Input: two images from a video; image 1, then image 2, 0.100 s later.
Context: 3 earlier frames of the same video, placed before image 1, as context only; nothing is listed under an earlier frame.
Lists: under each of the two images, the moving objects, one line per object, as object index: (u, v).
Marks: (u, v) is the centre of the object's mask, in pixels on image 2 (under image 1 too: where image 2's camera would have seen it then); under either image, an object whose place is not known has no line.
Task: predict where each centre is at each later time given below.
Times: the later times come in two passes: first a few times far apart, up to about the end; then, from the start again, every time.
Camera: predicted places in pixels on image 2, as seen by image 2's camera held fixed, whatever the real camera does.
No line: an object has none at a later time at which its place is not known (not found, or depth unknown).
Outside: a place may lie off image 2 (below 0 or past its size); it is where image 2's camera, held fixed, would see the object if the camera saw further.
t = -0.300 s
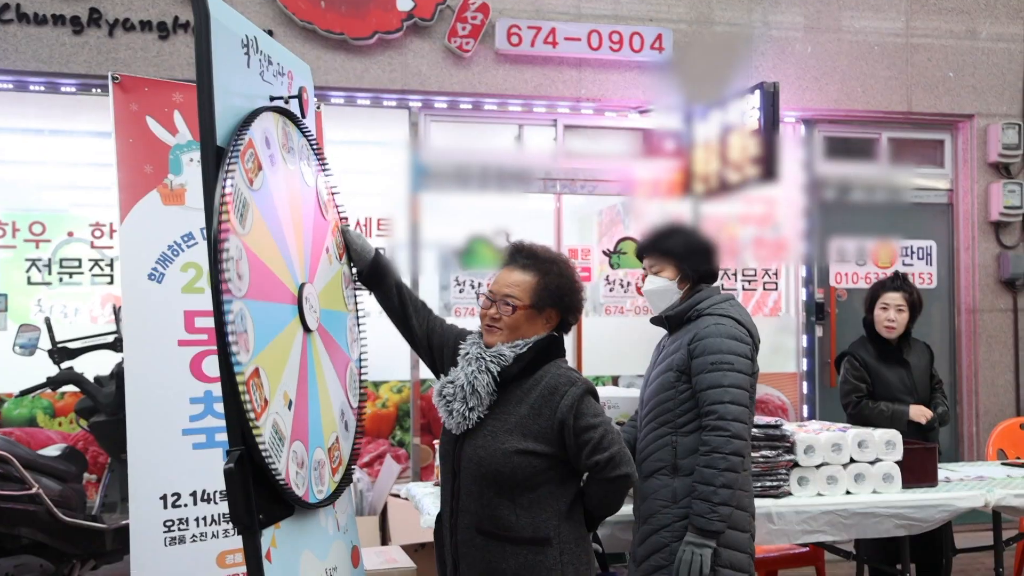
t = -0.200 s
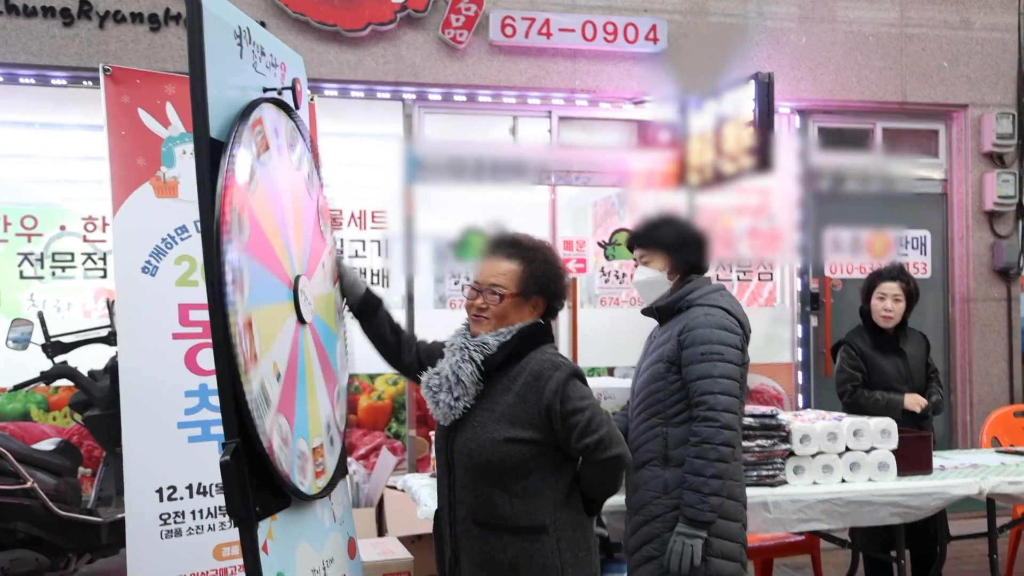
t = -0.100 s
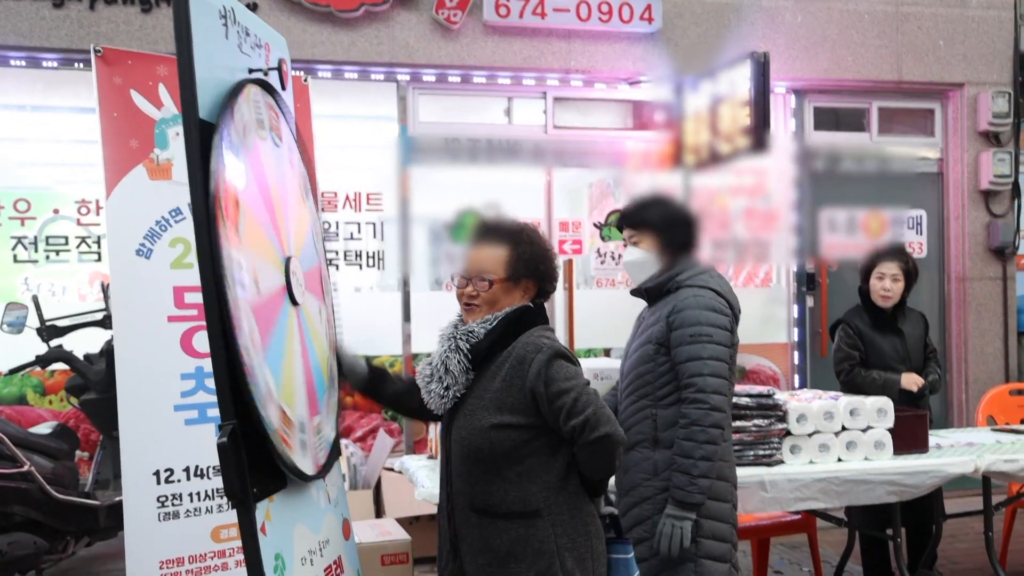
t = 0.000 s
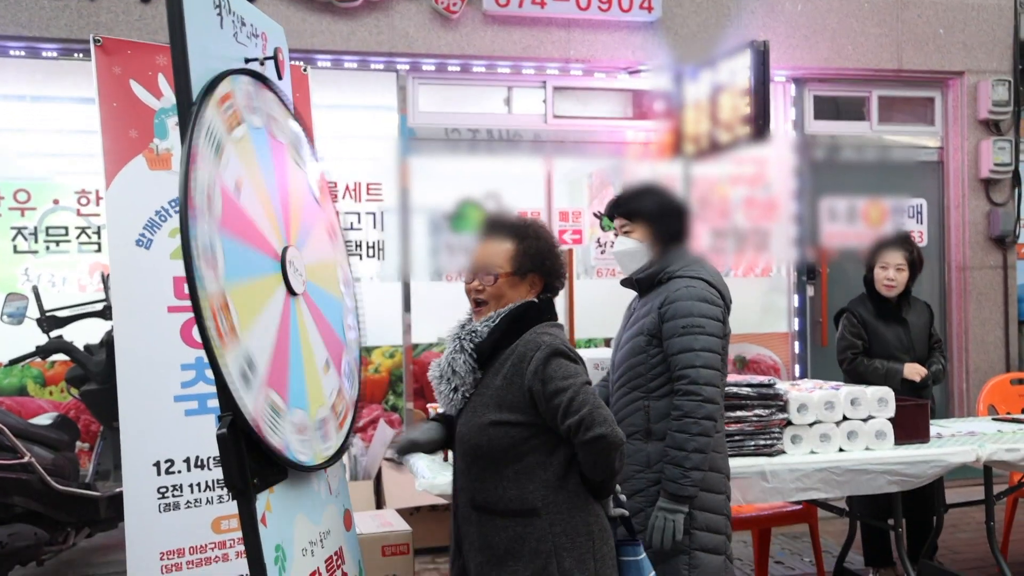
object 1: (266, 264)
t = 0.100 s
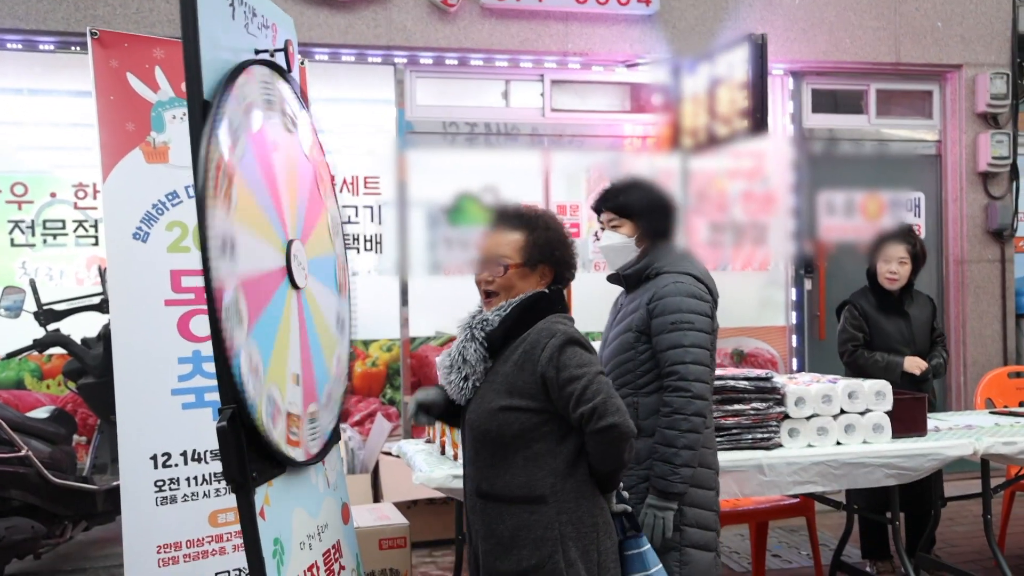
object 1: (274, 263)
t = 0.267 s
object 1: (282, 263)
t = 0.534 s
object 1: (273, 264)
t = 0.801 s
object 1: (280, 264)
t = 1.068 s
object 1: (275, 265)
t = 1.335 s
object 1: (272, 264)
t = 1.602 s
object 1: (276, 263)
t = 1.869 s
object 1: (276, 263)
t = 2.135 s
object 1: (276, 263)
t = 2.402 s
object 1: (278, 263)
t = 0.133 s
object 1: (280, 262)
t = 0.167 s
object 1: (284, 262)
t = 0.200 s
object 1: (284, 262)
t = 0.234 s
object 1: (283, 265)
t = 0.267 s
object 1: (282, 263)
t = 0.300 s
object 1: (281, 264)
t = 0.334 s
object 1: (278, 263)
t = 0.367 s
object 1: (276, 263)
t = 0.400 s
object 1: (273, 264)
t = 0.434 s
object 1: (272, 265)
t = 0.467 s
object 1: (273, 264)
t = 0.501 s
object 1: (273, 265)
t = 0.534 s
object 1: (273, 264)
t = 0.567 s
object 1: (273, 267)
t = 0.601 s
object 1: (274, 265)
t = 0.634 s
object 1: (275, 265)
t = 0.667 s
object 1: (276, 264)
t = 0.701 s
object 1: (277, 264)
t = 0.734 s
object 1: (277, 265)
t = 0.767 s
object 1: (280, 264)
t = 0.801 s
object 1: (280, 264)
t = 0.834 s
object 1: (278, 264)
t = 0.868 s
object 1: (273, 266)
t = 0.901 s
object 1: (273, 266)
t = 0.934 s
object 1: (272, 265)
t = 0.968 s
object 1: (272, 265)
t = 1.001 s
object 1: (272, 264)
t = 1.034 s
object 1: (274, 264)
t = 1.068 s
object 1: (275, 265)
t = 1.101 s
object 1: (276, 266)
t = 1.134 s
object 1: (279, 264)
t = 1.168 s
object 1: (277, 266)
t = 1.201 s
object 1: (277, 266)
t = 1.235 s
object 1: (276, 265)
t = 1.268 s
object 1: (274, 265)
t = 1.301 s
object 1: (273, 264)
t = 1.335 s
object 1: (272, 264)
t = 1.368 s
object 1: (272, 264)
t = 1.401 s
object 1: (273, 265)
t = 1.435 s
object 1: (274, 265)
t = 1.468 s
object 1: (275, 265)
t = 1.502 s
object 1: (276, 264)
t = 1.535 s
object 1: (277, 264)
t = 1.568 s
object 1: (276, 262)
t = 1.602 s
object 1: (276, 263)
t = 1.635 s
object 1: (275, 262)
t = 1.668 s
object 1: (275, 262)
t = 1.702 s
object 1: (275, 263)
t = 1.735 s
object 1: (275, 263)
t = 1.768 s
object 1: (275, 263)
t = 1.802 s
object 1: (275, 263)
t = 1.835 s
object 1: (276, 263)
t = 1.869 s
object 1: (276, 263)
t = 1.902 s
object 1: (276, 263)
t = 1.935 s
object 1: (277, 262)
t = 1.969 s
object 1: (277, 263)
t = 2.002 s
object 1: (277, 263)
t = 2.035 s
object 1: (276, 263)
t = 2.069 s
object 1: (276, 263)
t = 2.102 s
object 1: (276, 263)
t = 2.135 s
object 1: (276, 263)
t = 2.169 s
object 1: (276, 263)
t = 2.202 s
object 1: (275, 263)
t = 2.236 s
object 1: (276, 263)
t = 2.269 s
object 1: (276, 262)
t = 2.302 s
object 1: (277, 262)
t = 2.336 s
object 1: (277, 263)
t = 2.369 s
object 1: (277, 263)
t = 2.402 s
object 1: (278, 263)
